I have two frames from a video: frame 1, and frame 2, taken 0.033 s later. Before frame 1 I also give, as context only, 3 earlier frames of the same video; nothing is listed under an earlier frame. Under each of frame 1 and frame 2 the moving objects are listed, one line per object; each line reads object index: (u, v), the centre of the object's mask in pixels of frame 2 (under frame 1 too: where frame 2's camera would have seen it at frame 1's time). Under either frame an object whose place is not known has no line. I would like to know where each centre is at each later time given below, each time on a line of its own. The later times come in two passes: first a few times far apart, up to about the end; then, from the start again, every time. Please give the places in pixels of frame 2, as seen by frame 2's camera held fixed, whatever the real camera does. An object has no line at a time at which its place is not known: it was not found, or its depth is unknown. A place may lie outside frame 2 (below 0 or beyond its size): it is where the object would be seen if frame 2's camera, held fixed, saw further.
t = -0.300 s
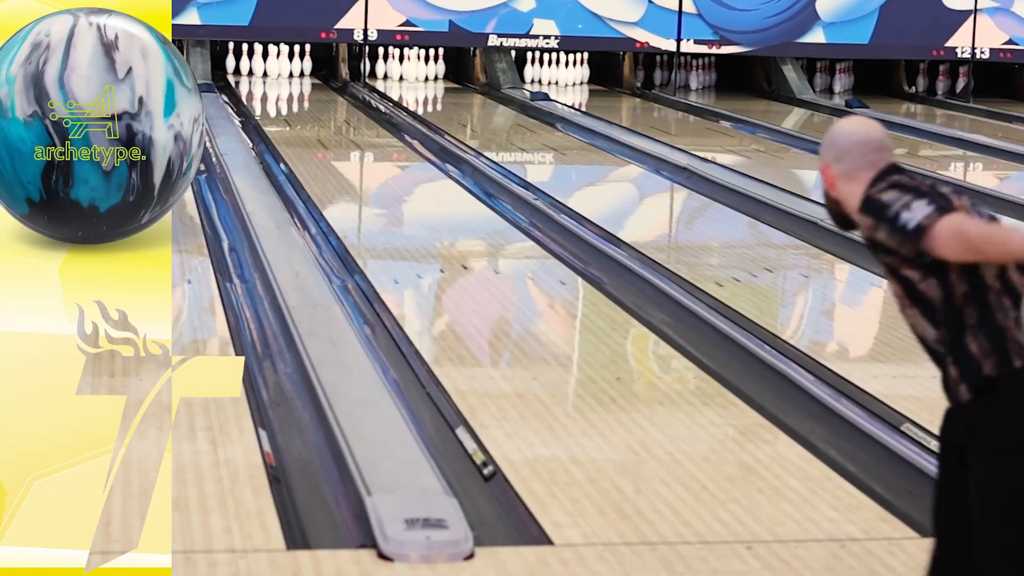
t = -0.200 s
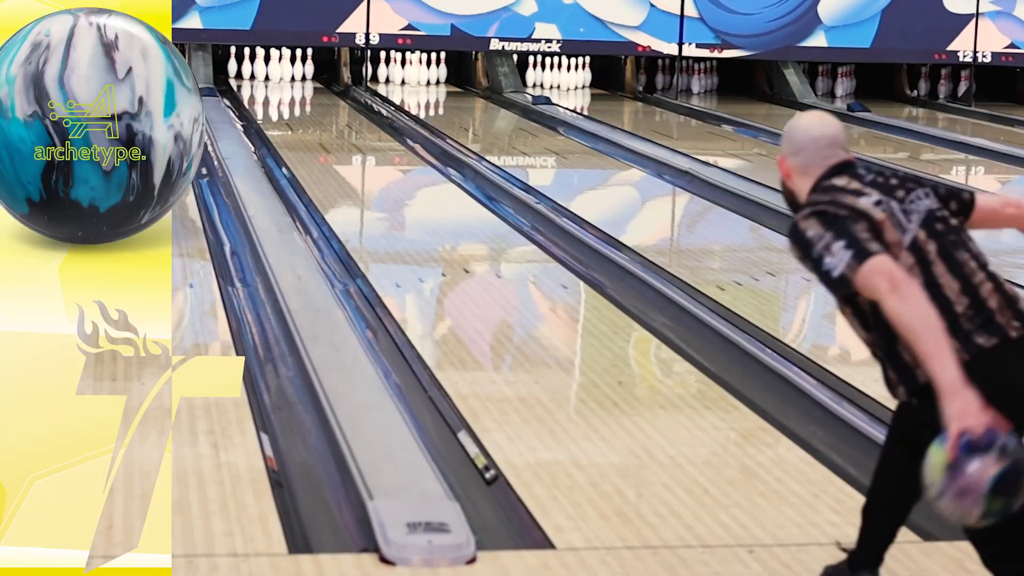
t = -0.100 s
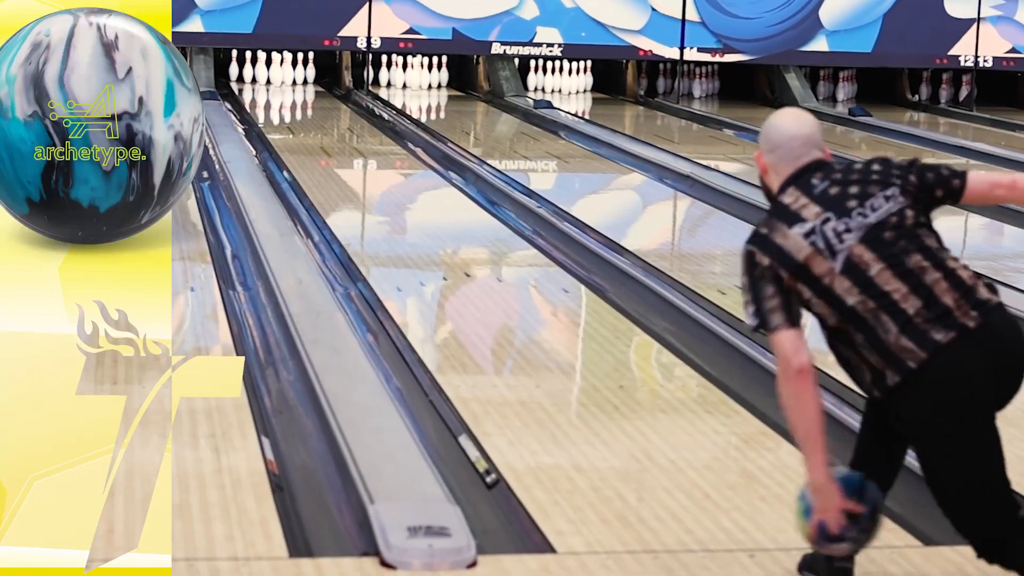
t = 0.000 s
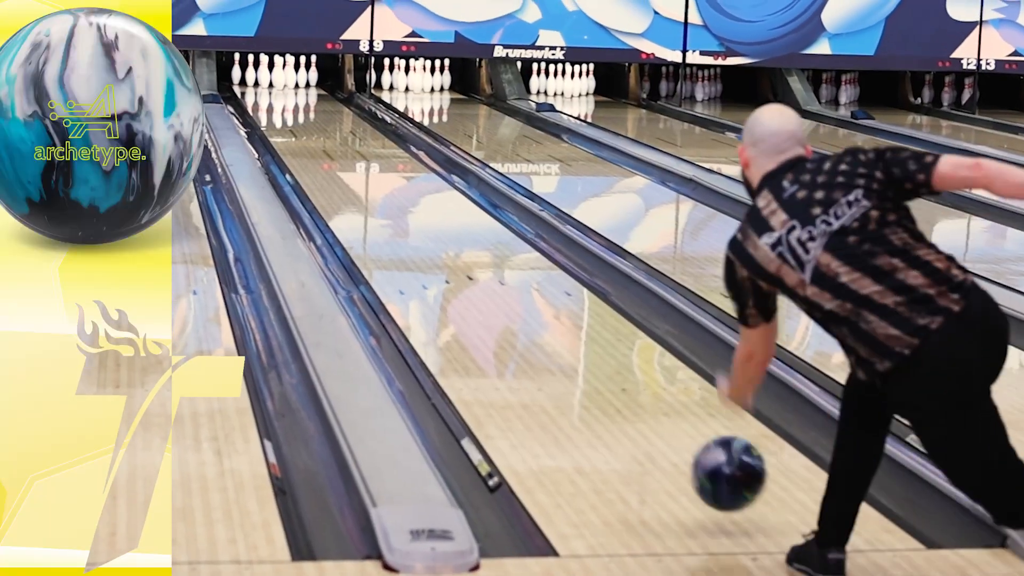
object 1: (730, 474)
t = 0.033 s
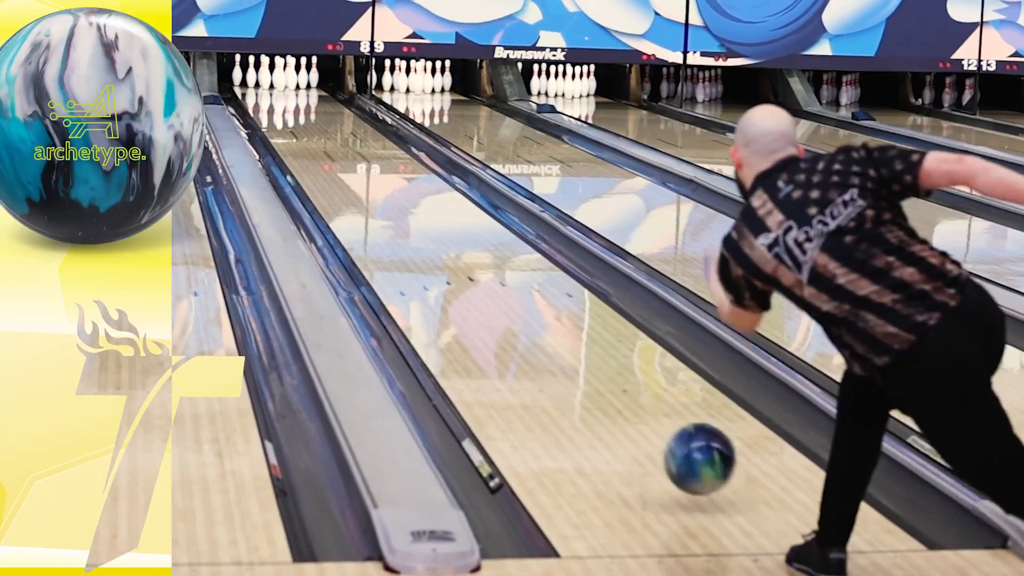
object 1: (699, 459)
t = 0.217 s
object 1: (575, 371)
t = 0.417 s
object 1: (486, 295)
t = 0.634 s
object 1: (420, 239)
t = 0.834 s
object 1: (377, 201)
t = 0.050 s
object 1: (685, 452)
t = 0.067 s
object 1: (672, 447)
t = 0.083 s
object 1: (659, 442)
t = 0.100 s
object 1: (647, 431)
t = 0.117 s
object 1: (636, 420)
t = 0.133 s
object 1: (625, 412)
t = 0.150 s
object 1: (613, 404)
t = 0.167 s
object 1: (604, 395)
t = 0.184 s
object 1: (594, 387)
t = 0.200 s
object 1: (584, 379)
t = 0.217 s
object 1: (575, 371)
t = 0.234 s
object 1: (566, 363)
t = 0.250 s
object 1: (557, 356)
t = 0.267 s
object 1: (549, 349)
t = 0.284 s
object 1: (541, 342)
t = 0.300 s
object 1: (534, 336)
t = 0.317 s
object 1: (526, 329)
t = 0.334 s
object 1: (519, 323)
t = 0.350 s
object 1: (512, 318)
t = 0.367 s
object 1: (505, 312)
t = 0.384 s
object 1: (498, 306)
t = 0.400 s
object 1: (492, 300)
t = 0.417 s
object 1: (486, 295)
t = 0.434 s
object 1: (480, 290)
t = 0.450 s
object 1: (475, 285)
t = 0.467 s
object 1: (469, 280)
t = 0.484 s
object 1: (463, 275)
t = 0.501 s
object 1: (458, 271)
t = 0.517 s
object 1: (453, 266)
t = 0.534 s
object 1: (448, 262)
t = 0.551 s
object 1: (443, 258)
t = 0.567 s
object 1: (438, 254)
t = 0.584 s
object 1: (433, 250)
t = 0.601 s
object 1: (429, 246)
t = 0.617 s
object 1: (424, 242)
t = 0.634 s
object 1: (420, 239)
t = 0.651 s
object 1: (417, 235)
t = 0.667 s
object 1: (412, 231)
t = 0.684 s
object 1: (408, 228)
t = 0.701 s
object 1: (404, 225)
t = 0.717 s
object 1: (400, 222)
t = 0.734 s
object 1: (397, 218)
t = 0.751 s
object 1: (393, 215)
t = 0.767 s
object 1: (390, 213)
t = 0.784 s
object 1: (387, 209)
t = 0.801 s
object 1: (384, 207)
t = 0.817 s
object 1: (380, 204)
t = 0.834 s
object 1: (377, 201)
